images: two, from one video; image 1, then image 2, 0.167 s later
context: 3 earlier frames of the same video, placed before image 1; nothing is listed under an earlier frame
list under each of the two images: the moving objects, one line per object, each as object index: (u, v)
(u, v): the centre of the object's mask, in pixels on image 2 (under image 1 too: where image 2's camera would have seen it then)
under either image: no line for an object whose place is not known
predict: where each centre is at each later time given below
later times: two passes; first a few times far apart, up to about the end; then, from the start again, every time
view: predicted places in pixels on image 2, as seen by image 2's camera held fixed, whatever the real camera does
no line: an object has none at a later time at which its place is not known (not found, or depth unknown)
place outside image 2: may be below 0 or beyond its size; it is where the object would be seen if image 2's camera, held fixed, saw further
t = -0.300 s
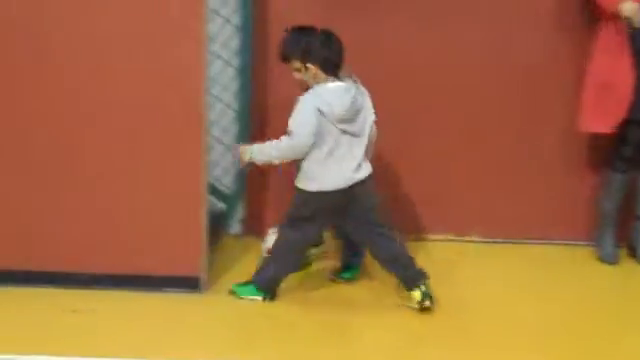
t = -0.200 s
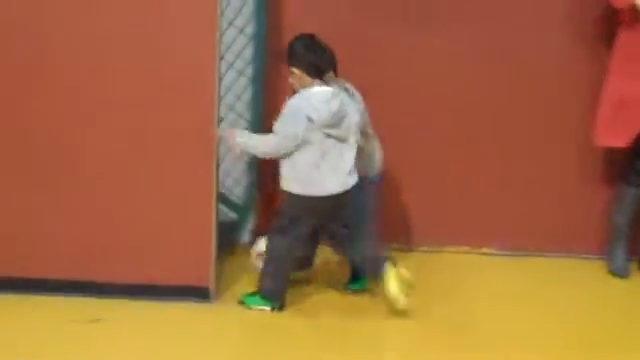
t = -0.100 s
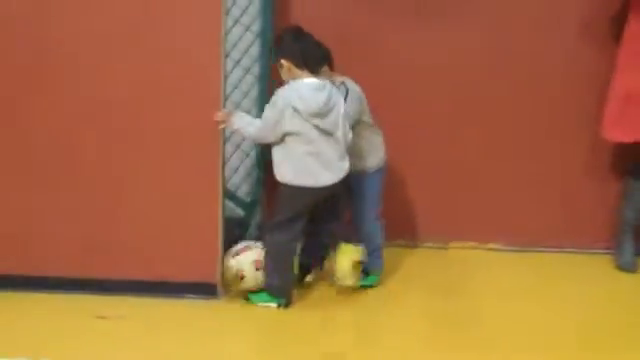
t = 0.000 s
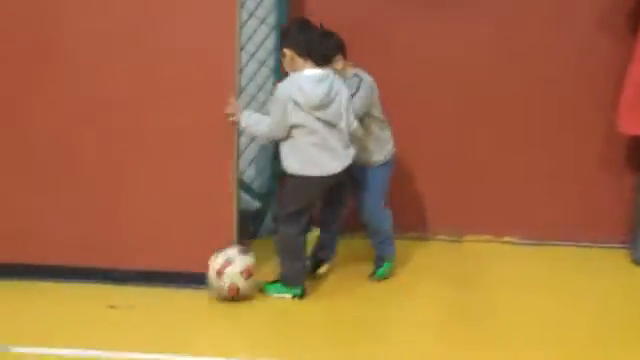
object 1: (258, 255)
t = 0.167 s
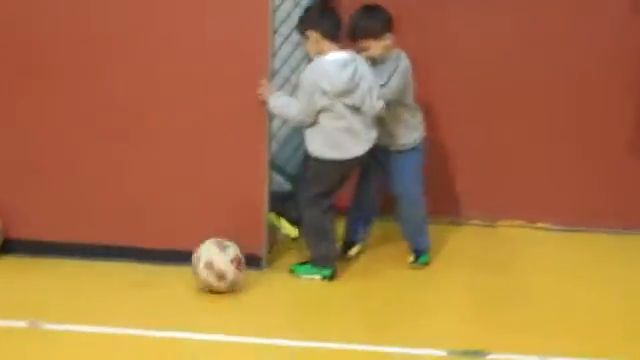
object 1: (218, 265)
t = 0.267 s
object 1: (192, 270)
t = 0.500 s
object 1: (129, 287)
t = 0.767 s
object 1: (55, 306)
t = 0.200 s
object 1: (211, 269)
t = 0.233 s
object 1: (201, 269)
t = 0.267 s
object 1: (192, 270)
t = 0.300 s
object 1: (184, 275)
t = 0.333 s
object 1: (176, 277)
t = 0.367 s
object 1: (168, 277)
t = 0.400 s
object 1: (159, 281)
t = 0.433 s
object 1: (148, 283)
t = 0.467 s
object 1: (137, 284)
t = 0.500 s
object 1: (129, 287)
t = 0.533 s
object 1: (123, 291)
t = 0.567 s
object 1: (115, 295)
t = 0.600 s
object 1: (105, 296)
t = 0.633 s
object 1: (95, 299)
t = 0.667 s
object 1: (87, 301)
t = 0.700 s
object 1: (78, 304)
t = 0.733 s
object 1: (68, 304)
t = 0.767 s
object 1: (55, 306)
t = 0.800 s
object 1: (47, 309)
